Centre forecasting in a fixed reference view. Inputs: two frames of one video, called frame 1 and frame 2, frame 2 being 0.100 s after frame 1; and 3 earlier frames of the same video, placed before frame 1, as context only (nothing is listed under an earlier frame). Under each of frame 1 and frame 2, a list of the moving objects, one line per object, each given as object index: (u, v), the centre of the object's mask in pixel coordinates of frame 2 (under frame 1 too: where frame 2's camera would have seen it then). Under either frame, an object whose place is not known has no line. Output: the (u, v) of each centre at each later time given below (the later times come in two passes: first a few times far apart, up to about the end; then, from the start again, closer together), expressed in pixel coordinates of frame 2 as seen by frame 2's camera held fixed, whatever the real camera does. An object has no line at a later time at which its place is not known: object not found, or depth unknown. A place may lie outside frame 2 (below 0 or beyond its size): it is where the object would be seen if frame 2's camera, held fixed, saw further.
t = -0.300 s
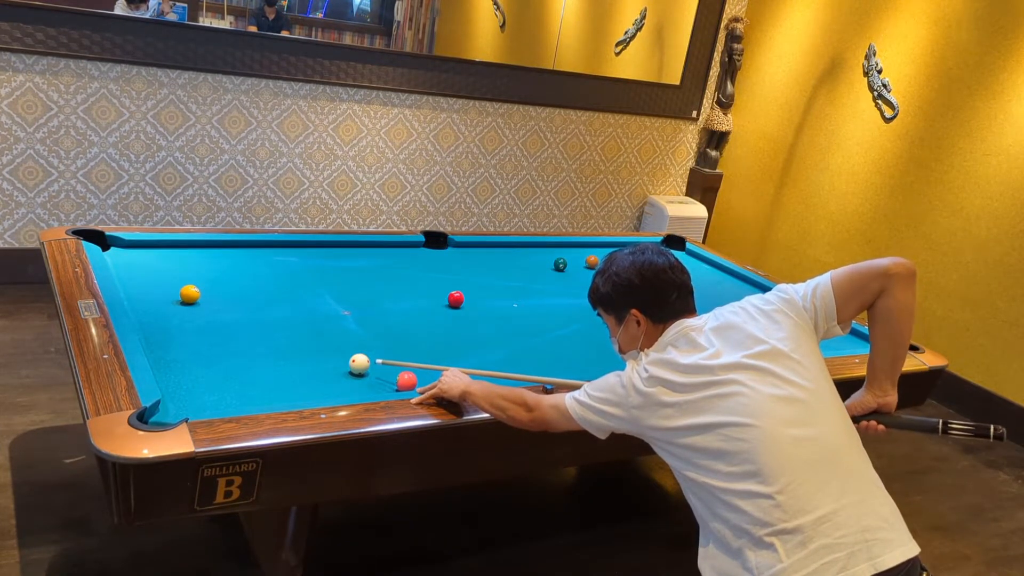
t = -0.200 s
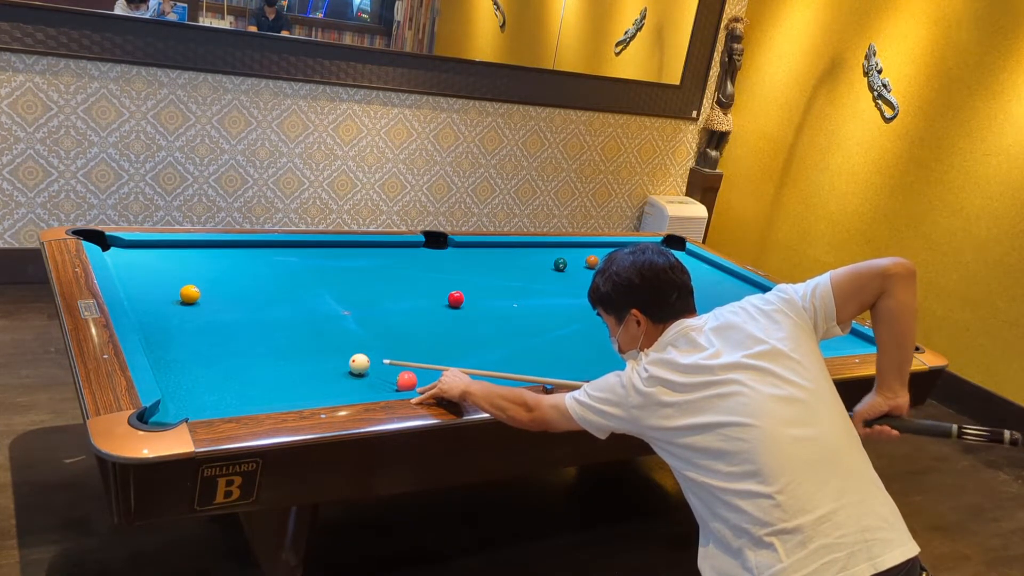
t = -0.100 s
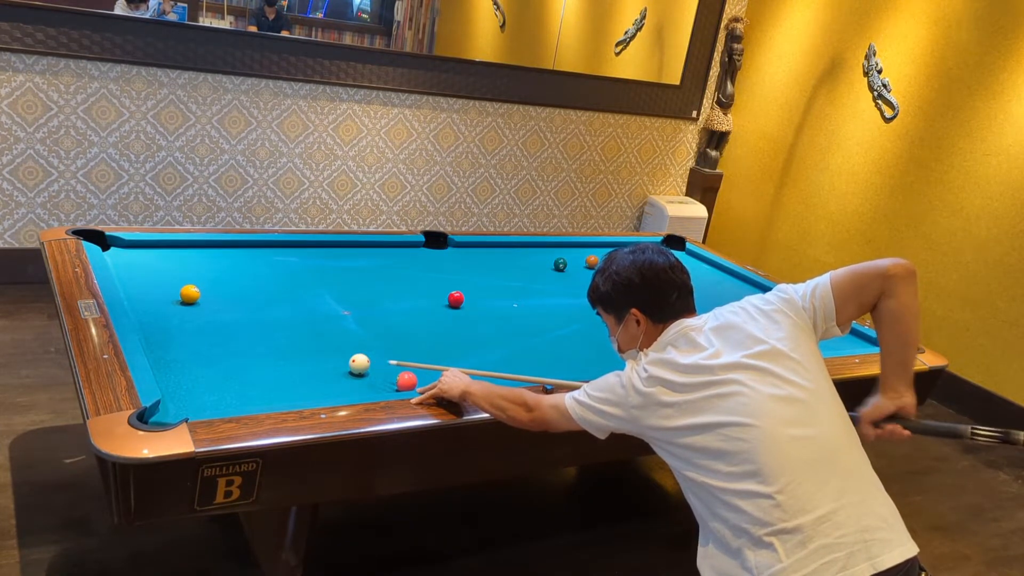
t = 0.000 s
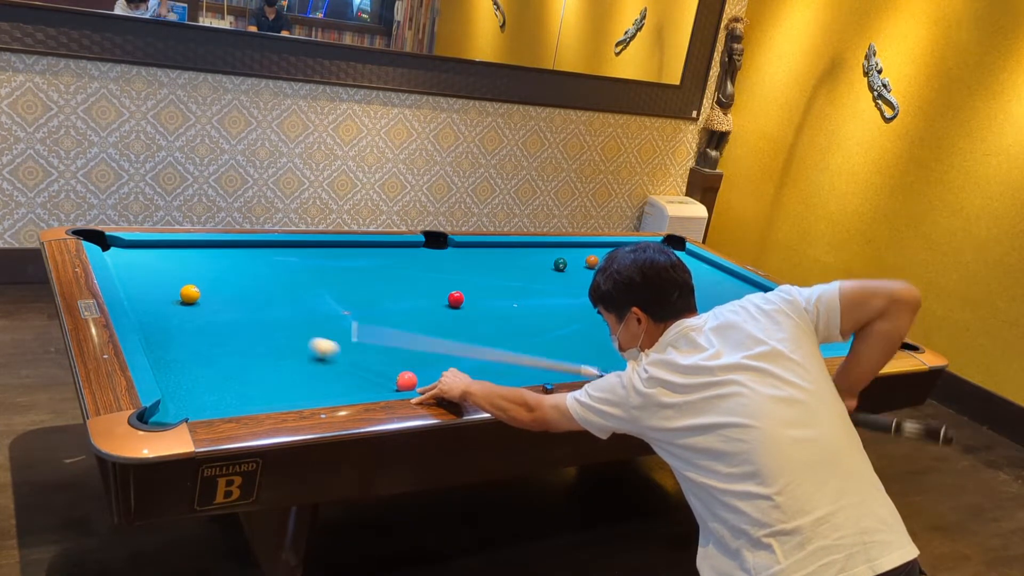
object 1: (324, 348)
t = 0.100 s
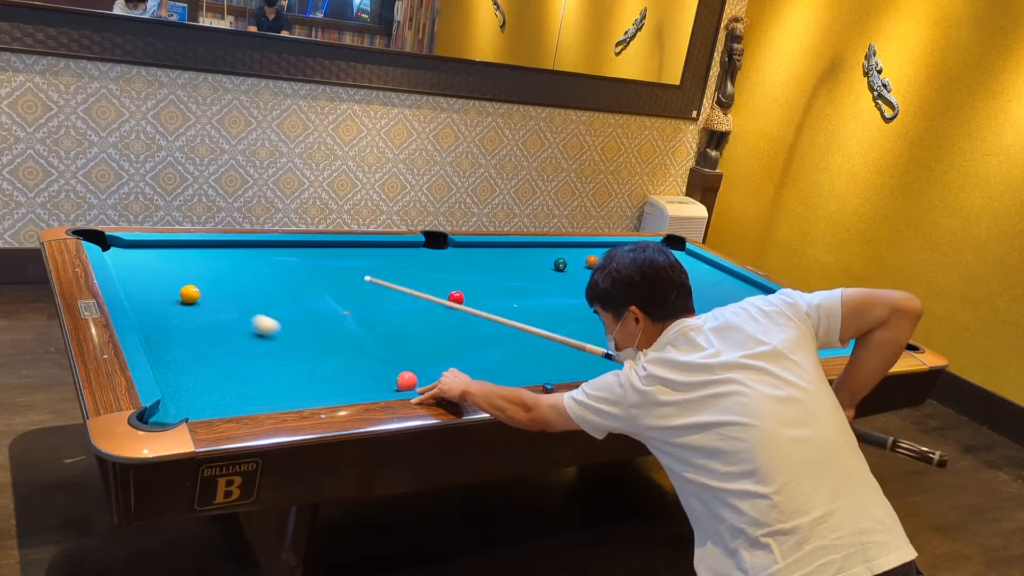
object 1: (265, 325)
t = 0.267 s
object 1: (196, 301)
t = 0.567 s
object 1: (142, 291)
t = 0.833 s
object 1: (139, 280)
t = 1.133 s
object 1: (158, 268)
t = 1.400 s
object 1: (173, 259)
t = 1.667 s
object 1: (186, 252)
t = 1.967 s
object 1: (200, 244)
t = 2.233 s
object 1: (217, 248)
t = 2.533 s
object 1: (234, 252)
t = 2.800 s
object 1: (248, 255)
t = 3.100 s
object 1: (262, 258)
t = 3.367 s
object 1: (272, 260)
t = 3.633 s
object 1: (282, 262)
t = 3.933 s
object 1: (290, 264)
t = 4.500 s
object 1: (301, 266)
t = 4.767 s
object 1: (304, 267)
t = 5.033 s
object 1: (305, 267)
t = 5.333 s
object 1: (306, 267)
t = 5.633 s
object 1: (306, 267)
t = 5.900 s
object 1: (306, 267)
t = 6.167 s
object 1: (306, 267)
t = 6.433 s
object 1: (306, 267)
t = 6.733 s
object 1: (306, 267)
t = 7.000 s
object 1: (306, 267)
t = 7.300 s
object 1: (306, 267)
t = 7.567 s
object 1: (306, 267)
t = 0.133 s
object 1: (247, 318)
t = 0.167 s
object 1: (229, 311)
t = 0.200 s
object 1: (212, 304)
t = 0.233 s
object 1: (199, 300)
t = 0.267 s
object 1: (196, 301)
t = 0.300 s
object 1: (191, 301)
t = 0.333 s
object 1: (187, 300)
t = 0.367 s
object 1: (181, 299)
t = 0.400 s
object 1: (175, 298)
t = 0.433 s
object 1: (169, 297)
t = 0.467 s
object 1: (162, 296)
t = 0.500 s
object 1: (155, 294)
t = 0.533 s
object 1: (148, 293)
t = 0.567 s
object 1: (142, 291)
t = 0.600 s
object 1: (135, 290)
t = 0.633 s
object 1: (129, 288)
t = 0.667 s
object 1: (127, 287)
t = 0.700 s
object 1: (129, 285)
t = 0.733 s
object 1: (132, 284)
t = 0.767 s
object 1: (134, 283)
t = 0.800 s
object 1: (137, 281)
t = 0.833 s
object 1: (139, 280)
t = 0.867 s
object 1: (141, 279)
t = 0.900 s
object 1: (143, 277)
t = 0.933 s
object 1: (146, 276)
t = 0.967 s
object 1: (148, 274)
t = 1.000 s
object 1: (150, 273)
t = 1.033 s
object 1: (152, 272)
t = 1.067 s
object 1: (154, 271)
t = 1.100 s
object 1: (156, 269)
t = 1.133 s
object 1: (158, 268)
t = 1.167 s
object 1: (160, 267)
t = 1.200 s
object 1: (162, 266)
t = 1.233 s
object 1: (164, 265)
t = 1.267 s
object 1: (166, 264)
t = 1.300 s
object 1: (168, 263)
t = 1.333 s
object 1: (170, 261)
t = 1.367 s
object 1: (172, 260)
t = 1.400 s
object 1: (173, 259)
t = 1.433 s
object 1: (175, 258)
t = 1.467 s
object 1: (177, 257)
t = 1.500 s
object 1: (179, 256)
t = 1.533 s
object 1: (180, 256)
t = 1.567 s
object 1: (182, 254)
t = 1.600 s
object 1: (183, 253)
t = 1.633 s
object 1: (185, 253)
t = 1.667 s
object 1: (186, 252)
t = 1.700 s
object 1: (188, 250)
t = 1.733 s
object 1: (190, 250)
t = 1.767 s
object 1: (191, 249)
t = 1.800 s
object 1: (193, 248)
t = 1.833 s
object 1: (194, 247)
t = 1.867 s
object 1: (195, 246)
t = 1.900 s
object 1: (197, 245)
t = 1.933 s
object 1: (198, 244)
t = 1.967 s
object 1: (200, 244)
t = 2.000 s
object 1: (202, 245)
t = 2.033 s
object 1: (204, 245)
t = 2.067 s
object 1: (207, 246)
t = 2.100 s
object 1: (209, 246)
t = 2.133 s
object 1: (211, 247)
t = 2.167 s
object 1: (213, 247)
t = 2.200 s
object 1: (215, 248)
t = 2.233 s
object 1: (217, 248)
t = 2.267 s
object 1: (219, 248)
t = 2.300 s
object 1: (221, 249)
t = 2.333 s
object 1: (223, 249)
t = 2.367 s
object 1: (225, 250)
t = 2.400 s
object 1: (227, 250)
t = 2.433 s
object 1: (229, 251)
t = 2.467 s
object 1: (231, 251)
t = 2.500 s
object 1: (232, 251)
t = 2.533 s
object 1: (234, 252)
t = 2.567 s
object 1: (236, 252)
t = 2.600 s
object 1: (238, 252)
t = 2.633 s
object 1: (240, 253)
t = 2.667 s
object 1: (241, 253)
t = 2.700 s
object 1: (243, 254)
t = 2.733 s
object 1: (245, 254)
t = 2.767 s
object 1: (247, 254)
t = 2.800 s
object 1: (248, 255)
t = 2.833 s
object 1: (250, 255)
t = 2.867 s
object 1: (252, 256)
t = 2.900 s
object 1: (253, 256)
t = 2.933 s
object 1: (255, 256)
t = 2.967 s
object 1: (256, 257)
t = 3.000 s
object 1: (258, 257)
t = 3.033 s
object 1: (259, 257)
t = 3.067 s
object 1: (261, 257)
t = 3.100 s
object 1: (262, 258)
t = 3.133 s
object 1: (264, 258)
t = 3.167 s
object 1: (265, 258)
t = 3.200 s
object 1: (266, 259)
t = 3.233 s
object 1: (268, 259)
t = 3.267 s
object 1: (269, 259)
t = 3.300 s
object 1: (270, 259)
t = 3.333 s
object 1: (271, 260)
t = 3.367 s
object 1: (272, 260)
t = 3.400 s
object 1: (274, 260)
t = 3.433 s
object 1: (275, 261)
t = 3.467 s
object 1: (276, 261)
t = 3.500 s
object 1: (277, 261)
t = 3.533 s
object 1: (279, 261)
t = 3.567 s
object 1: (280, 262)
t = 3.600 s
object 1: (281, 262)
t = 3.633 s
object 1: (282, 262)
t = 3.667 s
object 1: (283, 262)
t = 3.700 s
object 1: (284, 262)
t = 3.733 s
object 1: (285, 263)
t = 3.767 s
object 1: (286, 263)
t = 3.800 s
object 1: (287, 263)
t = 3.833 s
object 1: (288, 263)
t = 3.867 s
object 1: (288, 263)
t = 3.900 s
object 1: (290, 264)
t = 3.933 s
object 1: (290, 264)
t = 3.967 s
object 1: (291, 264)
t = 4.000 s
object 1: (292, 264)
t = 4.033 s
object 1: (292, 264)
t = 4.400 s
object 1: (302, 264)
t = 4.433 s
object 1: (300, 266)
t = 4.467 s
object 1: (300, 266)
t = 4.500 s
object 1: (301, 266)
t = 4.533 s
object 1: (301, 266)
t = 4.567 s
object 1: (302, 266)
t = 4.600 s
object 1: (302, 266)
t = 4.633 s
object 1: (302, 267)
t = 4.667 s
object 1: (303, 267)
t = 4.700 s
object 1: (303, 267)
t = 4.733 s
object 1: (303, 267)
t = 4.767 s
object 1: (304, 267)
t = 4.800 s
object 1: (304, 267)
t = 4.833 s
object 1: (304, 267)
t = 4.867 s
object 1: (304, 267)
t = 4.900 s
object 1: (304, 267)
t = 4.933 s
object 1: (305, 267)
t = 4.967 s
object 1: (305, 267)
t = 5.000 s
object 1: (305, 267)
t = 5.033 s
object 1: (305, 267)
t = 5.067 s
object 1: (305, 267)
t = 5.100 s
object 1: (305, 267)
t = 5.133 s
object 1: (305, 267)
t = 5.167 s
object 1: (305, 267)
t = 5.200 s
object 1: (305, 267)
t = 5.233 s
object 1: (305, 267)
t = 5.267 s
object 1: (306, 267)
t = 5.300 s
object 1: (306, 267)
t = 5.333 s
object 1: (306, 267)
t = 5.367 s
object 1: (306, 267)
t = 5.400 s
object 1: (306, 267)
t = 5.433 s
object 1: (306, 267)
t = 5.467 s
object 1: (306, 267)
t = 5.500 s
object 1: (306, 267)
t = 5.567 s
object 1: (306, 267)
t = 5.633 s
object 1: (306, 267)
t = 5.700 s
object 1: (306, 267)
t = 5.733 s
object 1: (306, 267)
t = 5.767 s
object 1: (306, 267)
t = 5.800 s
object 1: (306, 267)
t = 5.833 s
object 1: (306, 267)
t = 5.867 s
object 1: (306, 267)
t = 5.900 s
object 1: (306, 267)
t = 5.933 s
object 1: (306, 267)
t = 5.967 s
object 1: (306, 267)
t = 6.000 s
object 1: (306, 267)
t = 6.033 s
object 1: (306, 267)
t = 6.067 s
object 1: (306, 267)
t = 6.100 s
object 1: (306, 267)
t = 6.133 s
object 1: (306, 267)
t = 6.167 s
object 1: (306, 267)
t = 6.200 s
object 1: (306, 267)
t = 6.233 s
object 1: (306, 267)
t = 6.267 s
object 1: (306, 267)
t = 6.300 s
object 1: (306, 267)
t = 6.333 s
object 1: (306, 267)
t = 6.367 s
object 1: (306, 267)
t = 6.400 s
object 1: (306, 267)
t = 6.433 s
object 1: (306, 267)
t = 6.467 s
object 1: (305, 267)
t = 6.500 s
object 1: (306, 267)
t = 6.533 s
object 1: (306, 267)
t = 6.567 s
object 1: (306, 267)
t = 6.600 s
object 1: (306, 267)
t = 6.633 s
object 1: (306, 267)
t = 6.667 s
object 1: (306, 267)
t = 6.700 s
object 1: (306, 267)
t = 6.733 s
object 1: (306, 267)
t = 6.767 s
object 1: (306, 267)
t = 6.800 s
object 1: (306, 267)
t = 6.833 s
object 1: (306, 267)
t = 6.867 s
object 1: (306, 267)
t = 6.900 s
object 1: (306, 267)
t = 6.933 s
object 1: (306, 267)
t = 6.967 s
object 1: (306, 267)
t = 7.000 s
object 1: (306, 267)
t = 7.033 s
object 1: (306, 267)
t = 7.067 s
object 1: (306, 267)
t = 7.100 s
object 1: (306, 267)
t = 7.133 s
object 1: (306, 267)
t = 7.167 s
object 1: (306, 267)
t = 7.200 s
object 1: (306, 267)
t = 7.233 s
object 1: (306, 267)
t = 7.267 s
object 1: (306, 267)
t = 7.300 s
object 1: (306, 267)
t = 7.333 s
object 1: (306, 267)
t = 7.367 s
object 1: (306, 267)
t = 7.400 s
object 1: (306, 267)
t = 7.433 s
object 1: (306, 267)
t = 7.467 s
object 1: (306, 267)
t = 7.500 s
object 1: (306, 267)
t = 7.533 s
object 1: (306, 267)
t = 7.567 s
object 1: (306, 267)
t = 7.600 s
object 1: (306, 267)
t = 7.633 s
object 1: (306, 267)
